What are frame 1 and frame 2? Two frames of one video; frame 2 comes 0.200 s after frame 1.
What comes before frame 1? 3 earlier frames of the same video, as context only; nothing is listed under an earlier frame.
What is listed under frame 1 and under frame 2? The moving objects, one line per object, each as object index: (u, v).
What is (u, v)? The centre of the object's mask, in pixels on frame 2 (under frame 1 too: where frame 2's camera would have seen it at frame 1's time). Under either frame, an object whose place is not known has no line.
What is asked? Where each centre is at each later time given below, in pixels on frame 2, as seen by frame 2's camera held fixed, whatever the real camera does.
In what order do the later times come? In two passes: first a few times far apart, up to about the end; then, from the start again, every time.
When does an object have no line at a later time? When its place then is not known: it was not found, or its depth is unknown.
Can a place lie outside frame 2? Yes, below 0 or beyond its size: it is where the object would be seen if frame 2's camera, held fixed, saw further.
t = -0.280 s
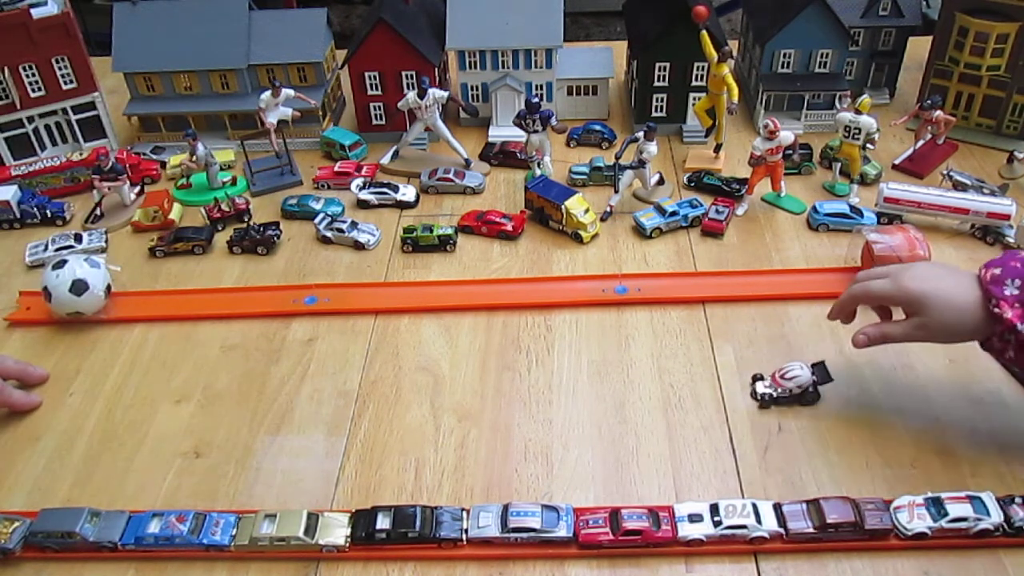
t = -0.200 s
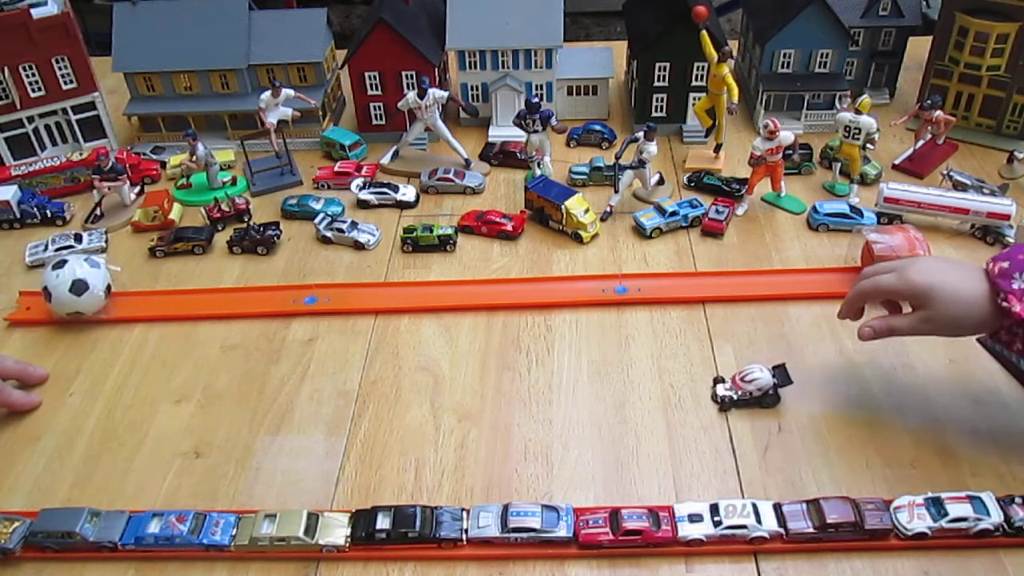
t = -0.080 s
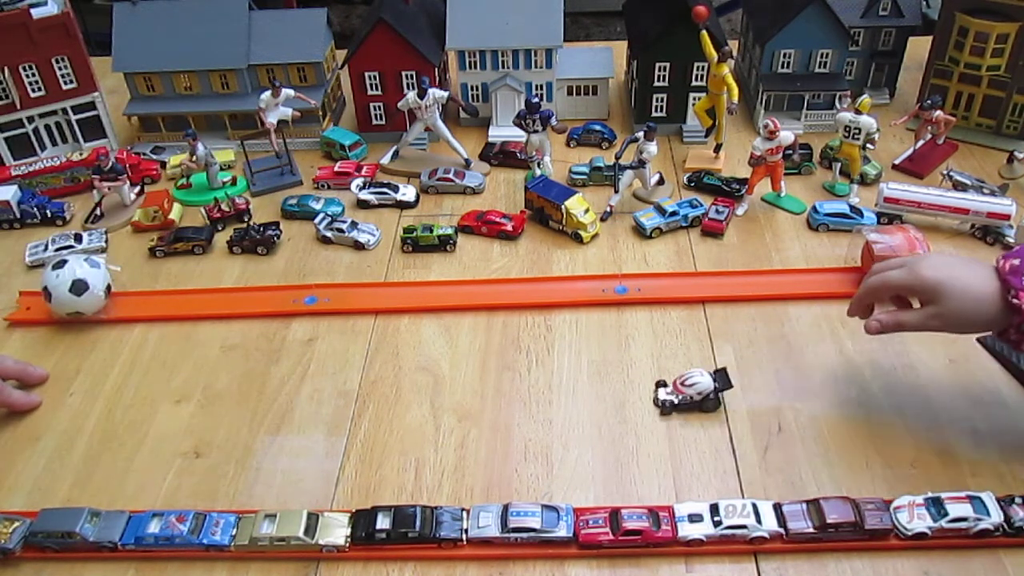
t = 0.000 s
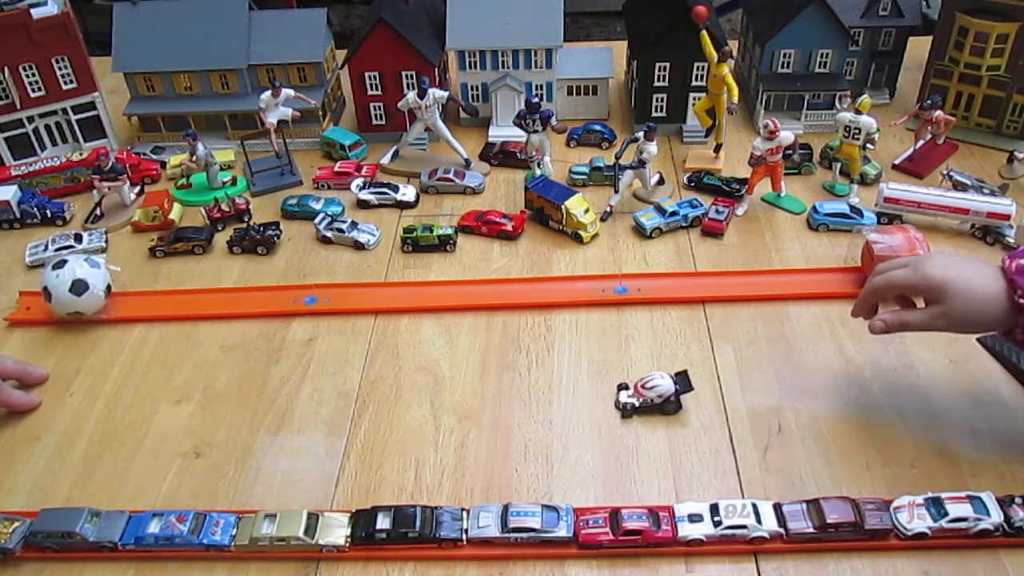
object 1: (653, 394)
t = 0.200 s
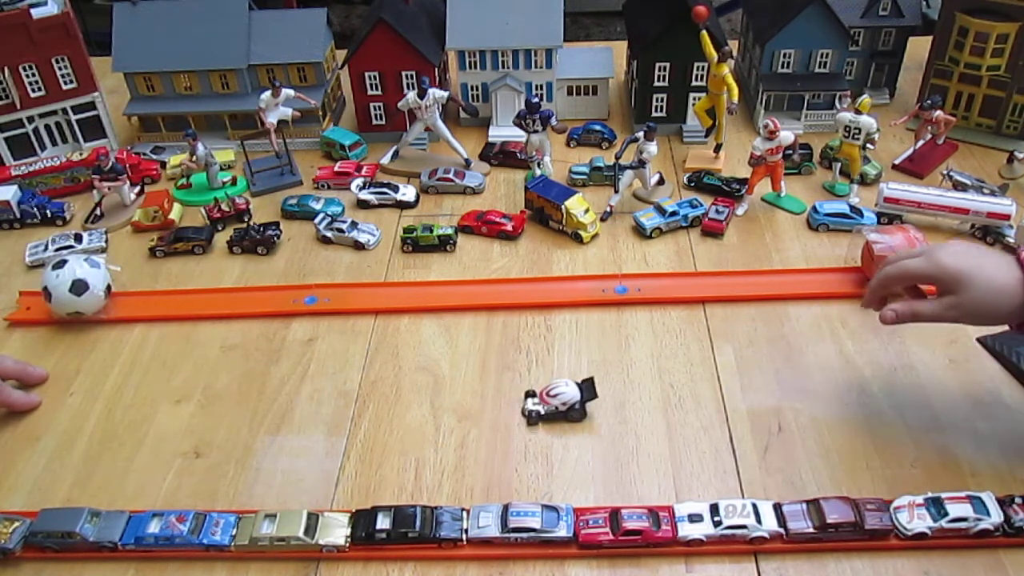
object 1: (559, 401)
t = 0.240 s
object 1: (541, 402)
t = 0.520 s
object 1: (418, 411)
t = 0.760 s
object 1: (321, 417)
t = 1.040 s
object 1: (217, 424)
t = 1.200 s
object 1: (161, 428)
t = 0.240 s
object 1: (541, 402)
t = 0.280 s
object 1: (523, 404)
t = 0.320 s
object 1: (505, 405)
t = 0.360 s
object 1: (487, 406)
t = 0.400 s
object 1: (470, 407)
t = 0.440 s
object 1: (452, 409)
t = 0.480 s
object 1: (435, 410)
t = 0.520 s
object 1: (418, 411)
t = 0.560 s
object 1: (402, 412)
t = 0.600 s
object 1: (385, 413)
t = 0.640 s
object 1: (369, 414)
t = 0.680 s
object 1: (353, 416)
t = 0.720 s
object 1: (337, 417)
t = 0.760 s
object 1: (321, 417)
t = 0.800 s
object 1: (306, 419)
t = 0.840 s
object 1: (290, 420)
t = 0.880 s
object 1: (276, 420)
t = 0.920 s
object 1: (261, 421)
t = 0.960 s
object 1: (246, 423)
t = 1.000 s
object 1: (231, 423)
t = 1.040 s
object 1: (217, 424)
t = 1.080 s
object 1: (203, 425)
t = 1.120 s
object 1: (189, 426)
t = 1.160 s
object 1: (175, 427)
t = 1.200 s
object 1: (161, 428)
